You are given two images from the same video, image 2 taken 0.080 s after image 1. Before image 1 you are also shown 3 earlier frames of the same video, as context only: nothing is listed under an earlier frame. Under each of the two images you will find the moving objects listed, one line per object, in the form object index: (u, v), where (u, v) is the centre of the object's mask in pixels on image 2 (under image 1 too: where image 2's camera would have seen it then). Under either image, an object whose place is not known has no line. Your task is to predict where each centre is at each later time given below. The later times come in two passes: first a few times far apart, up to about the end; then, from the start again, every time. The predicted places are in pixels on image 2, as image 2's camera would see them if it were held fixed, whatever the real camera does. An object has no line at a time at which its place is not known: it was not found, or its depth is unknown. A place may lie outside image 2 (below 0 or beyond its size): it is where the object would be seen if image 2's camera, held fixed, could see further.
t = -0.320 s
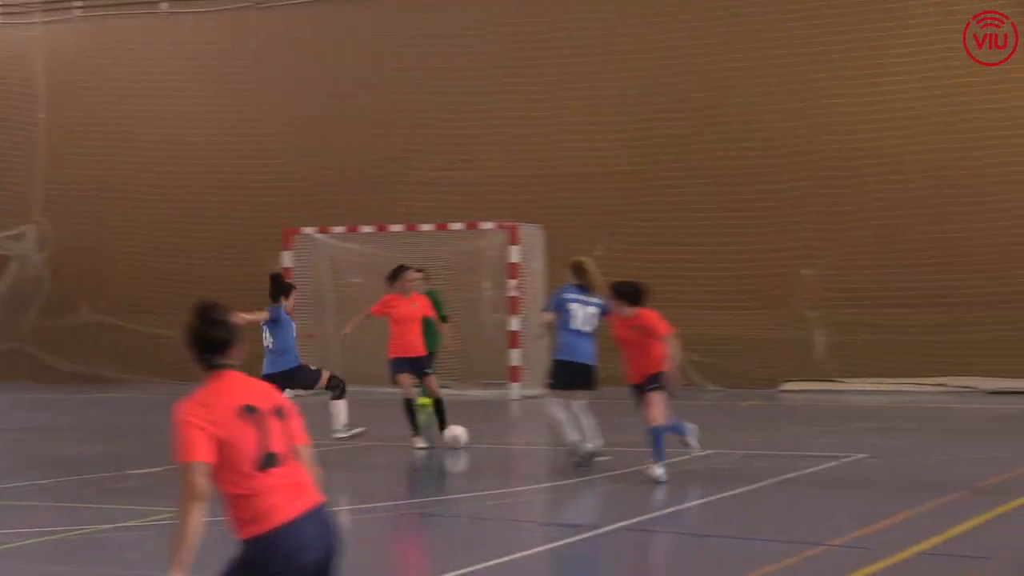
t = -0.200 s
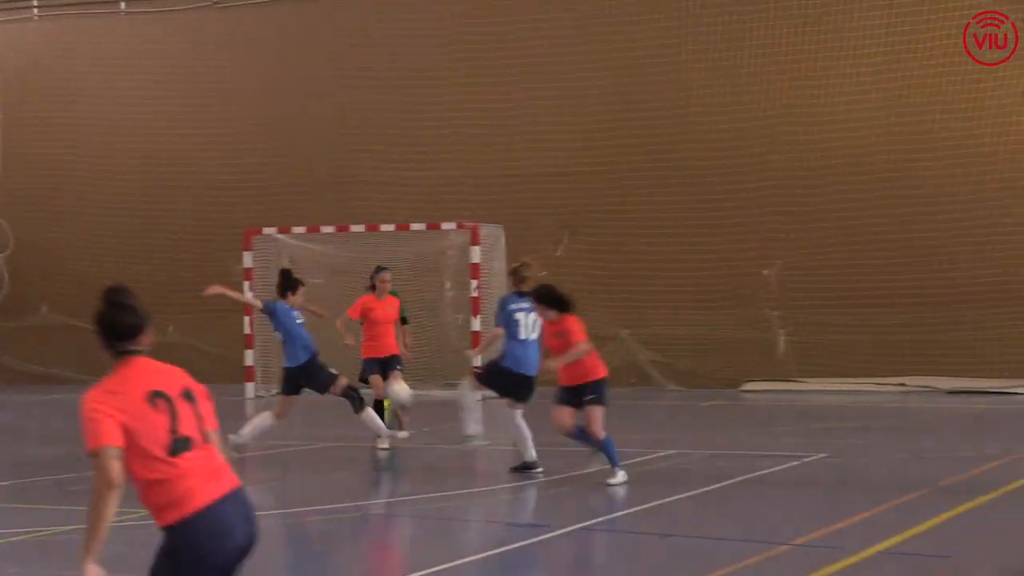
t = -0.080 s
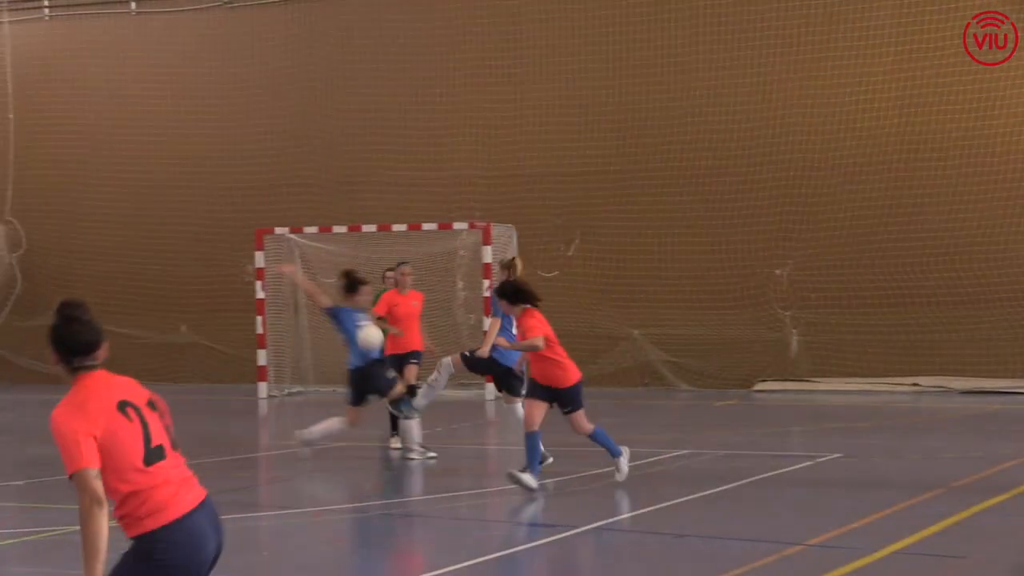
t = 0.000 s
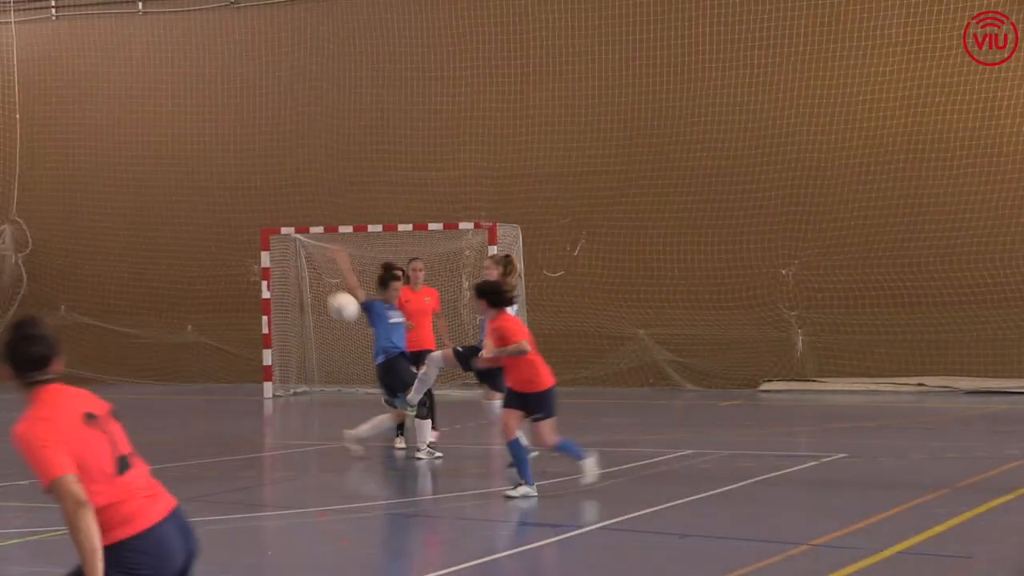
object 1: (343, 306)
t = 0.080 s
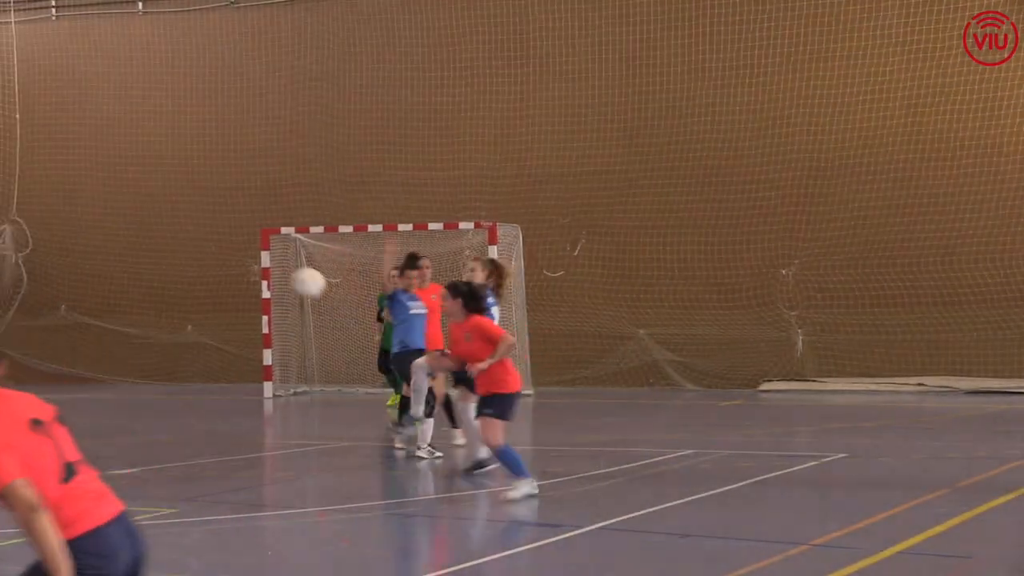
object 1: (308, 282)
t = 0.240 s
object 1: (227, 256)
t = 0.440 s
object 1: (92, 274)
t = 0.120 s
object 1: (290, 273)
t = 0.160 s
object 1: (270, 266)
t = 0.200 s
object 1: (249, 260)
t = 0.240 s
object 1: (227, 256)
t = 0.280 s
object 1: (204, 254)
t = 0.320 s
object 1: (179, 254)
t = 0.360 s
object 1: (152, 258)
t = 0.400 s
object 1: (123, 264)
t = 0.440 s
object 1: (92, 274)
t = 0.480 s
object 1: (59, 287)
